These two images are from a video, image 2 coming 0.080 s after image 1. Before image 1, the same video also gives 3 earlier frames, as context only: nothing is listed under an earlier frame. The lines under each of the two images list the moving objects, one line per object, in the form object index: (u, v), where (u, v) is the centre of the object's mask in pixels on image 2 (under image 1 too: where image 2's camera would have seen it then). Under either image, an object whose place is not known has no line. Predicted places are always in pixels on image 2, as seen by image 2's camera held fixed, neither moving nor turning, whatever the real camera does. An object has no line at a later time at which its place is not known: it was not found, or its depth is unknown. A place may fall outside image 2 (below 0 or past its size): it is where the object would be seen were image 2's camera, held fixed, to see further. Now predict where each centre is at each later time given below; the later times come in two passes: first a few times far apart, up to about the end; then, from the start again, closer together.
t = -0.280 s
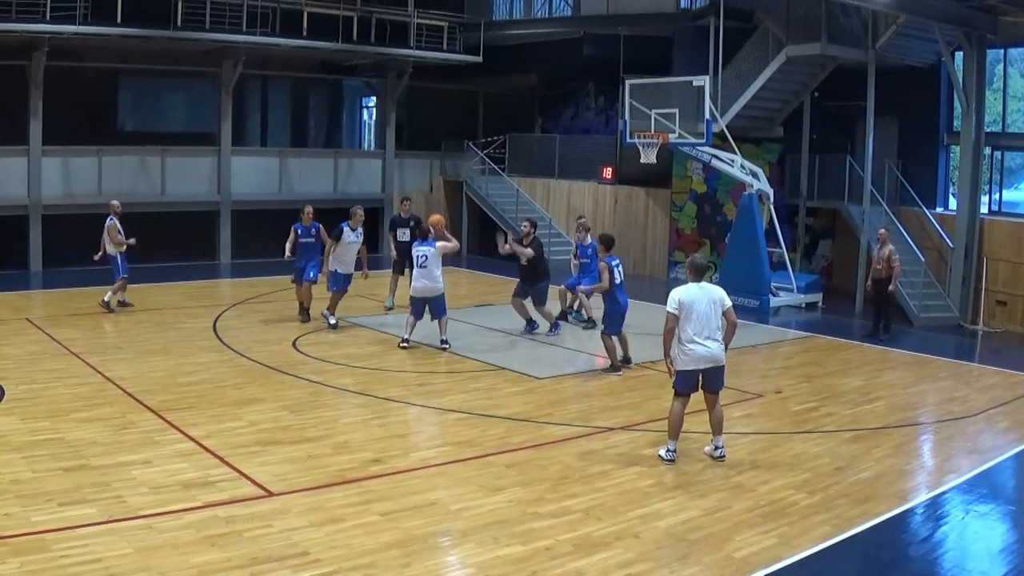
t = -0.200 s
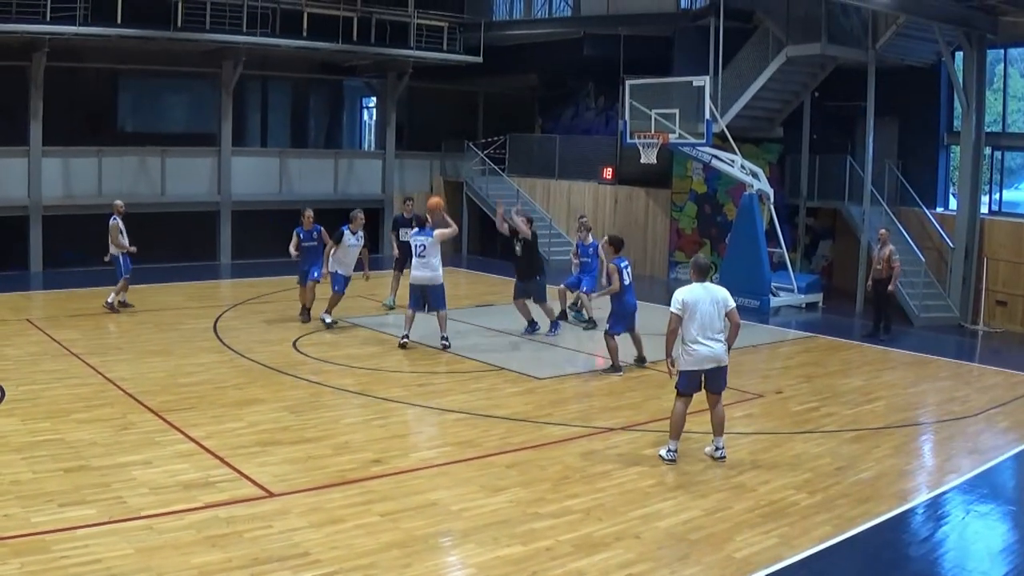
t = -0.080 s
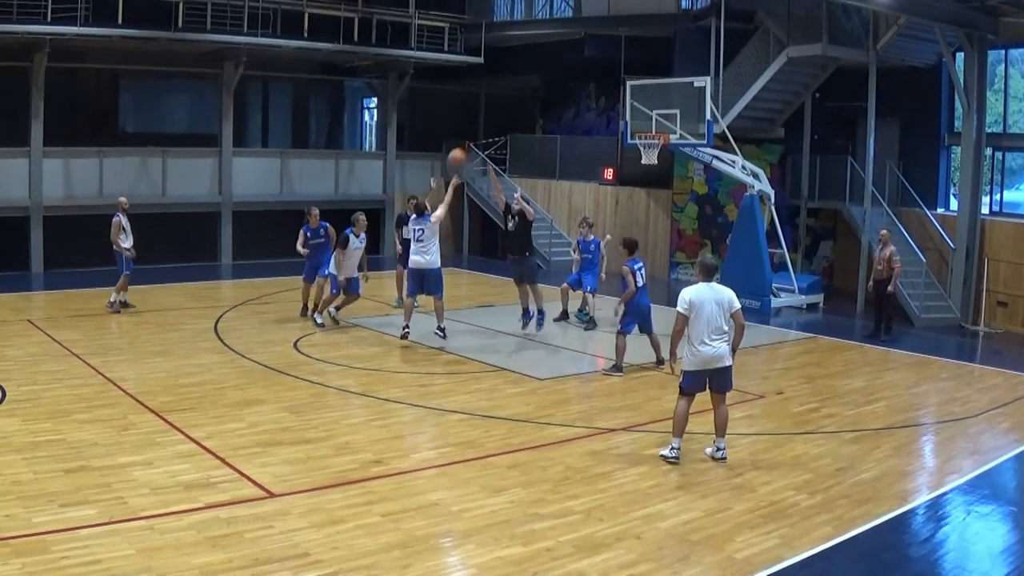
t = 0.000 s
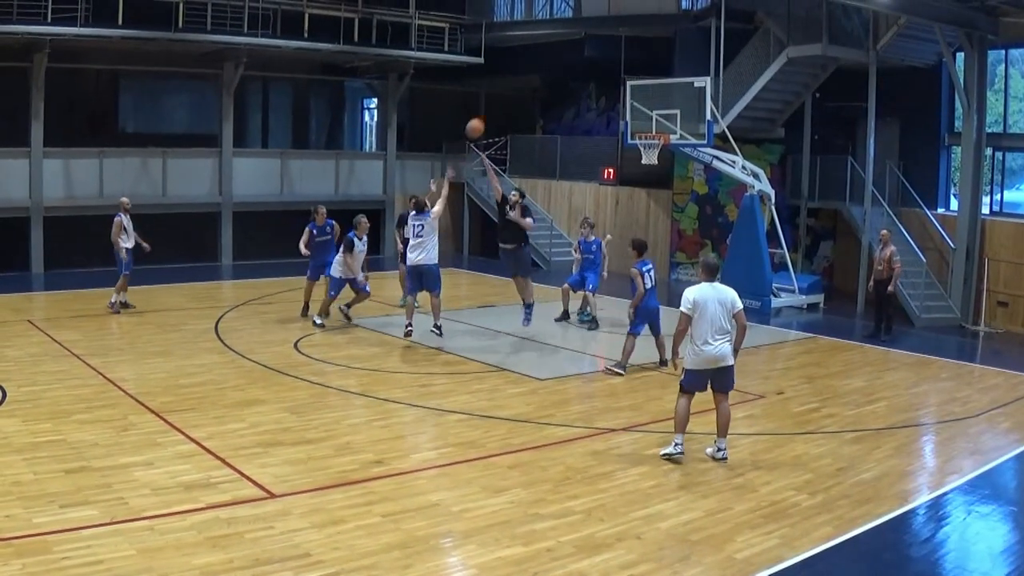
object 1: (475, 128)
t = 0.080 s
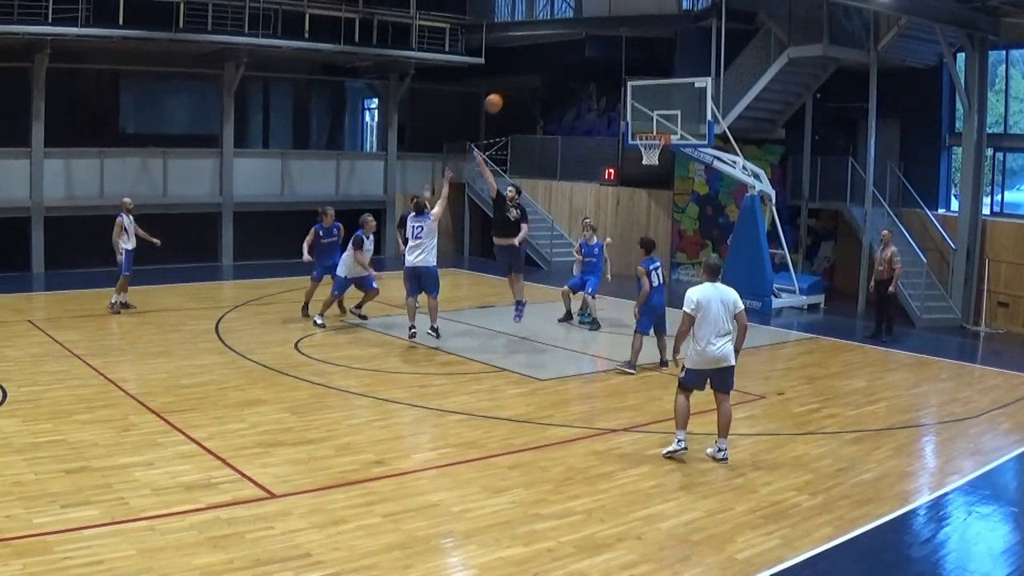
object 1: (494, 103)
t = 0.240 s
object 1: (527, 68)
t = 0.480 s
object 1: (572, 50)
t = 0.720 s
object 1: (614, 70)
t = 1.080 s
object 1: (659, 153)
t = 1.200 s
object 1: (665, 160)
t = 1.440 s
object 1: (665, 201)
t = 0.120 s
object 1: (502, 92)
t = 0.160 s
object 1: (510, 83)
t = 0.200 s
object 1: (519, 75)
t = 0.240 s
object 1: (527, 68)
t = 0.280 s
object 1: (535, 62)
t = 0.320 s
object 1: (542, 57)
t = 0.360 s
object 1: (550, 54)
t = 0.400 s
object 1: (558, 52)
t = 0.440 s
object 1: (565, 50)
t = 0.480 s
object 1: (572, 50)
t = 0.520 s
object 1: (580, 51)
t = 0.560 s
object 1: (586, 52)
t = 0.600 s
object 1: (593, 55)
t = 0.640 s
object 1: (600, 59)
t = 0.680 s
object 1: (607, 64)
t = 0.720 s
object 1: (614, 70)
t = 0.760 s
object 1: (620, 76)
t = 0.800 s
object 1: (625, 83)
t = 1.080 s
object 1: (659, 153)
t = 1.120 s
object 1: (664, 155)
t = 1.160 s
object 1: (665, 157)
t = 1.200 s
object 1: (665, 160)
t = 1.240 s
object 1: (665, 165)
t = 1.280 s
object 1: (665, 170)
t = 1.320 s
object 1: (665, 177)
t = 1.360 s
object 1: (665, 184)
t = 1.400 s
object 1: (664, 193)
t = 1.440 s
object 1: (665, 201)
